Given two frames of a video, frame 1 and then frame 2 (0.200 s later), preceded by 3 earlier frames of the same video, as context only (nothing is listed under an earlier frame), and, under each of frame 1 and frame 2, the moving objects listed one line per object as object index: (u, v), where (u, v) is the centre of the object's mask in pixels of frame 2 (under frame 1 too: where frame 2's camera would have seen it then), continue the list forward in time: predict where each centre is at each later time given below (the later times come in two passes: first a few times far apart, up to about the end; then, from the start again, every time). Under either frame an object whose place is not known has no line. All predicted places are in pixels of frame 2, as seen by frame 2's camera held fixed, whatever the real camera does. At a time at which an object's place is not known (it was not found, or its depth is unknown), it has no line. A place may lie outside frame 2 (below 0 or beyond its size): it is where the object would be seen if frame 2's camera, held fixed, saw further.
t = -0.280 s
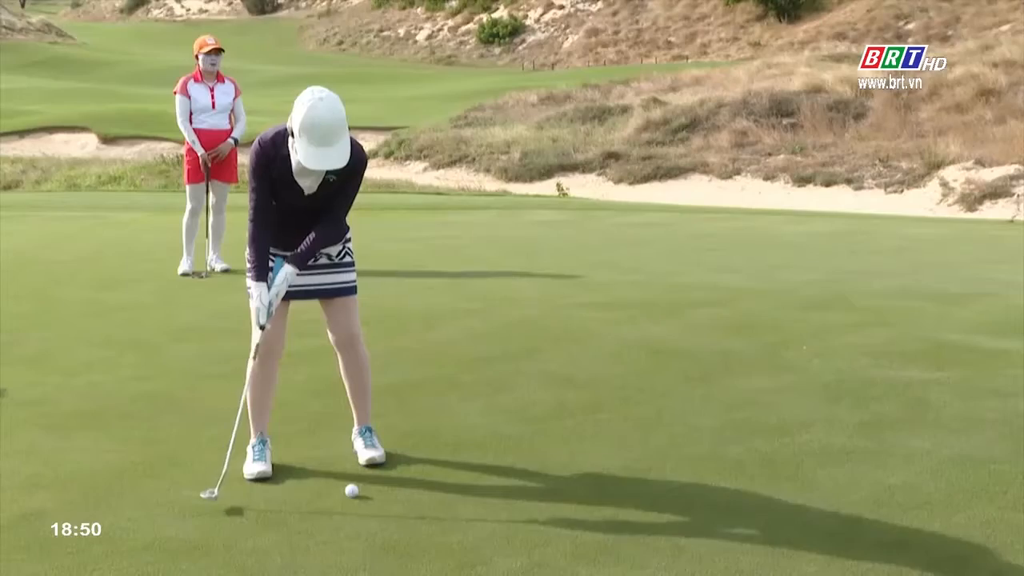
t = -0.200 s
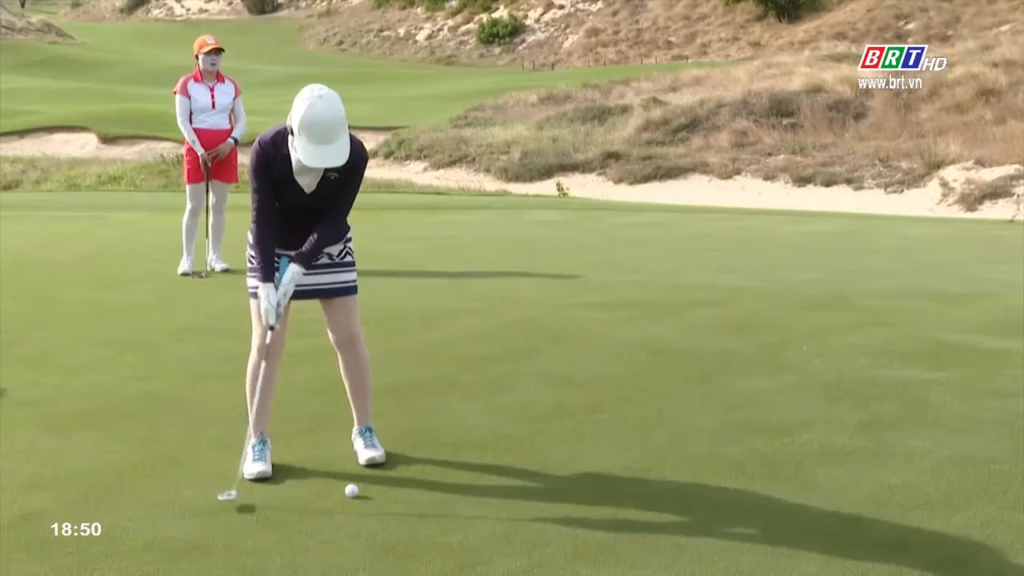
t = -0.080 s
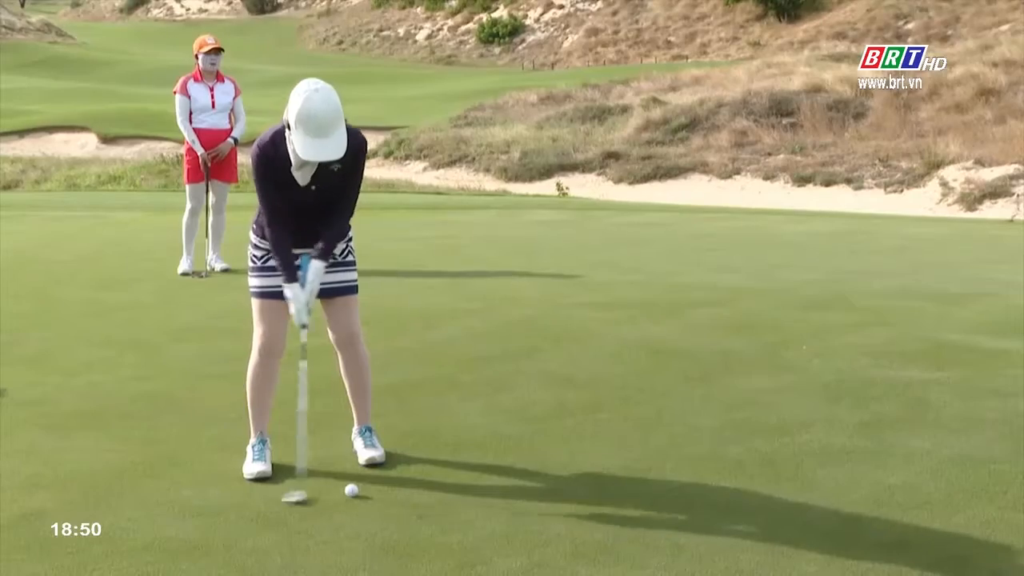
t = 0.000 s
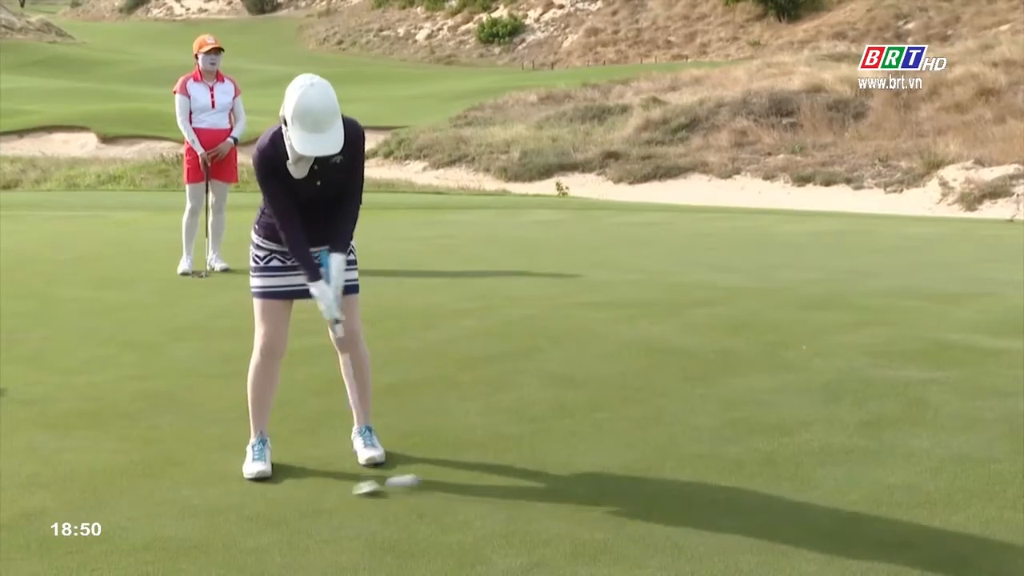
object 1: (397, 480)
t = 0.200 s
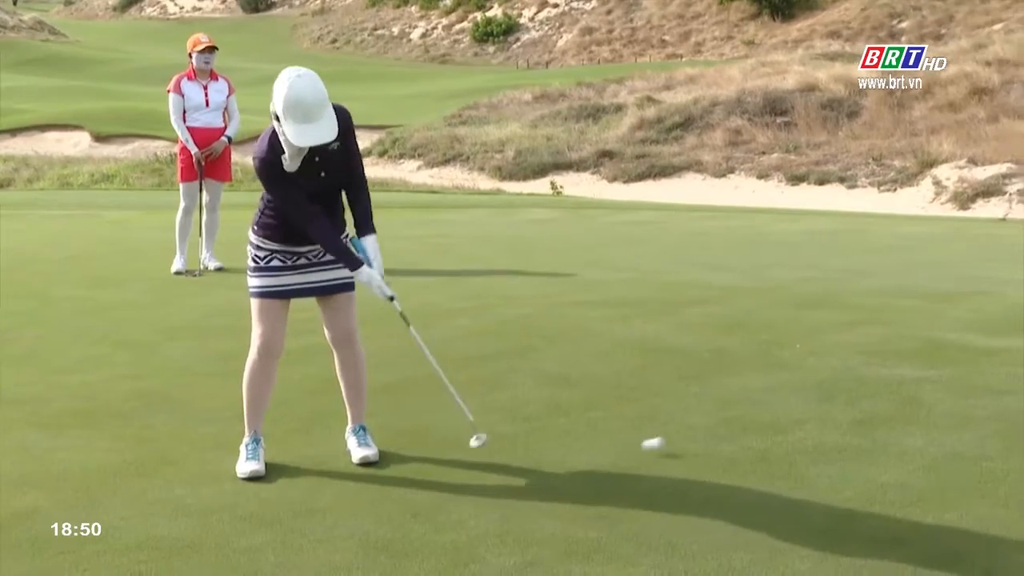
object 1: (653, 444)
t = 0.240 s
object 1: (691, 440)
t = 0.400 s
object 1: (830, 424)
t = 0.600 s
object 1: (984, 404)
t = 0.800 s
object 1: (1120, 386)
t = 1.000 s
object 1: (1239, 375)
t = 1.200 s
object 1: (1349, 369)
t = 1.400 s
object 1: (1451, 365)
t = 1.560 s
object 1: (1529, 363)
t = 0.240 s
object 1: (691, 440)
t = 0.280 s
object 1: (728, 439)
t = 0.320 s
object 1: (763, 432)
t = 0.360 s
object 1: (796, 429)
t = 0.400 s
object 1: (830, 424)
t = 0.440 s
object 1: (862, 420)
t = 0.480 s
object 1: (894, 416)
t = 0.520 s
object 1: (925, 412)
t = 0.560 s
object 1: (955, 407)
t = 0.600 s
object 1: (984, 404)
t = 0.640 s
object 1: (1013, 400)
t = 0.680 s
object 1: (1041, 398)
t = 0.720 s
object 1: (1068, 393)
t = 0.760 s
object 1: (1094, 390)
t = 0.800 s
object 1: (1120, 386)
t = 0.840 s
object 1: (1145, 384)
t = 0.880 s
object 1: (1169, 382)
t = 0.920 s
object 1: (1192, 379)
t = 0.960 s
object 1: (1216, 378)
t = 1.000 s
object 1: (1239, 375)
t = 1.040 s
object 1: (1262, 374)
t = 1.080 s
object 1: (1284, 372)
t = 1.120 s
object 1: (1306, 371)
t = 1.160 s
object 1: (1327, 368)
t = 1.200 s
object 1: (1349, 369)
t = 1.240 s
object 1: (1370, 367)
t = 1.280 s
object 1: (1391, 366)
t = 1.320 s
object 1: (1411, 366)
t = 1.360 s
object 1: (1431, 365)
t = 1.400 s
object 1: (1451, 365)
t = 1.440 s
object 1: (1471, 364)
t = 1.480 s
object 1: (1491, 364)
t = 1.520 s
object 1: (1510, 363)
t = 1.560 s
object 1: (1529, 363)
